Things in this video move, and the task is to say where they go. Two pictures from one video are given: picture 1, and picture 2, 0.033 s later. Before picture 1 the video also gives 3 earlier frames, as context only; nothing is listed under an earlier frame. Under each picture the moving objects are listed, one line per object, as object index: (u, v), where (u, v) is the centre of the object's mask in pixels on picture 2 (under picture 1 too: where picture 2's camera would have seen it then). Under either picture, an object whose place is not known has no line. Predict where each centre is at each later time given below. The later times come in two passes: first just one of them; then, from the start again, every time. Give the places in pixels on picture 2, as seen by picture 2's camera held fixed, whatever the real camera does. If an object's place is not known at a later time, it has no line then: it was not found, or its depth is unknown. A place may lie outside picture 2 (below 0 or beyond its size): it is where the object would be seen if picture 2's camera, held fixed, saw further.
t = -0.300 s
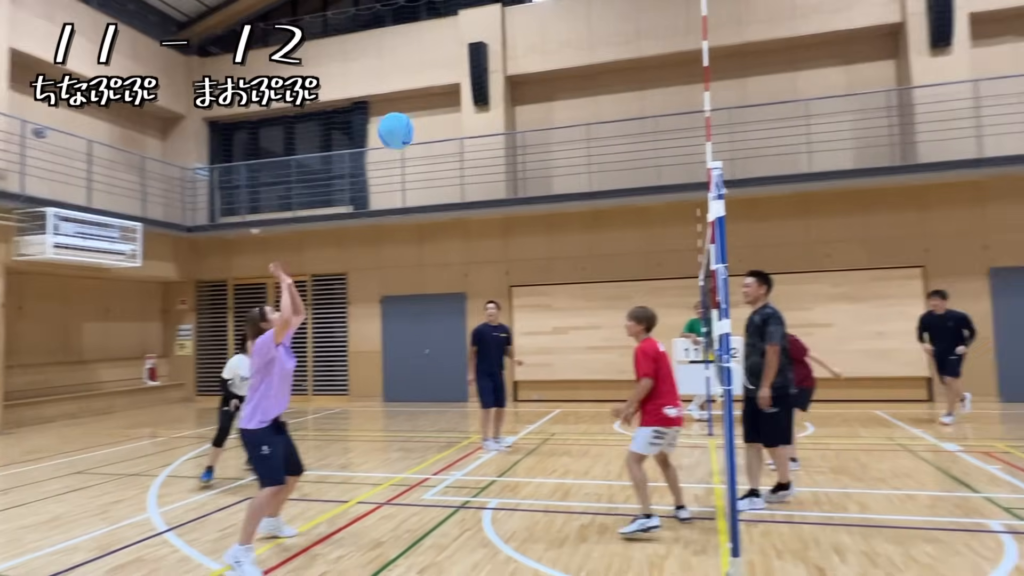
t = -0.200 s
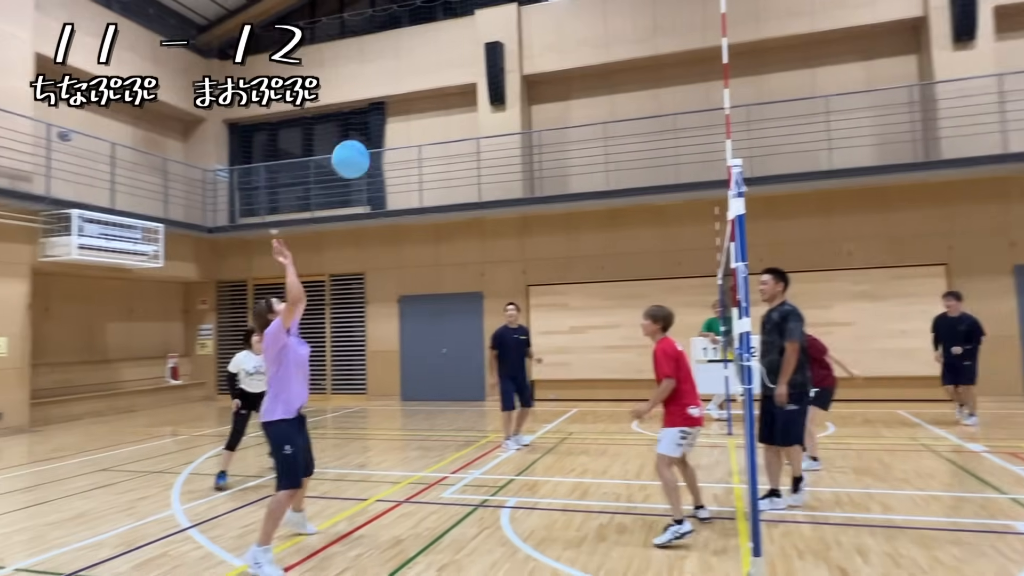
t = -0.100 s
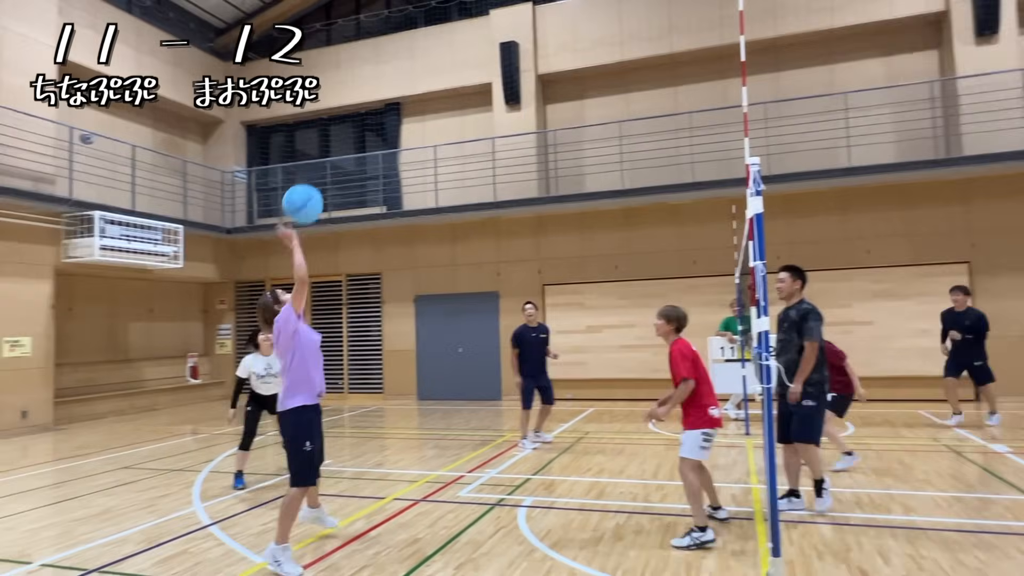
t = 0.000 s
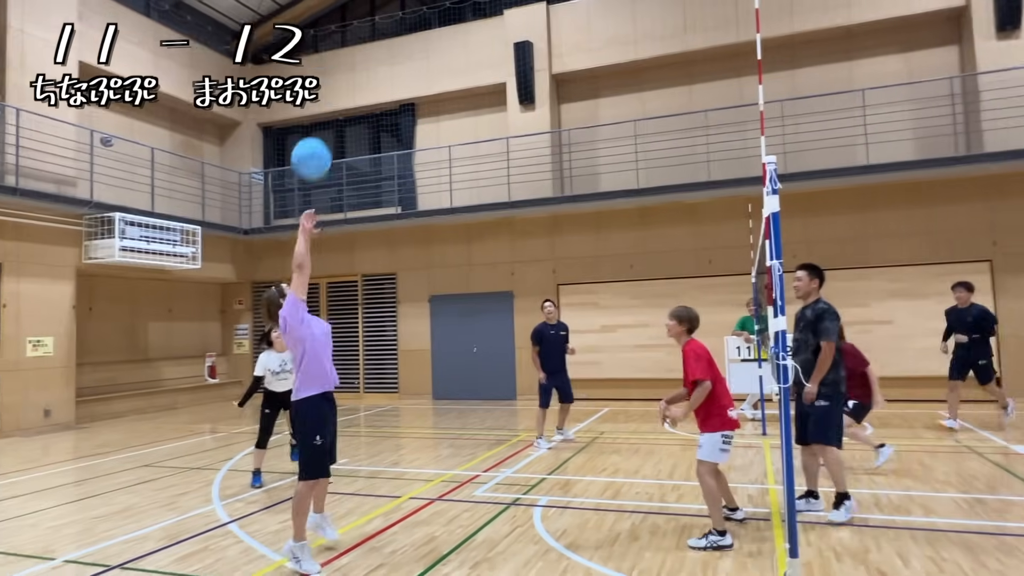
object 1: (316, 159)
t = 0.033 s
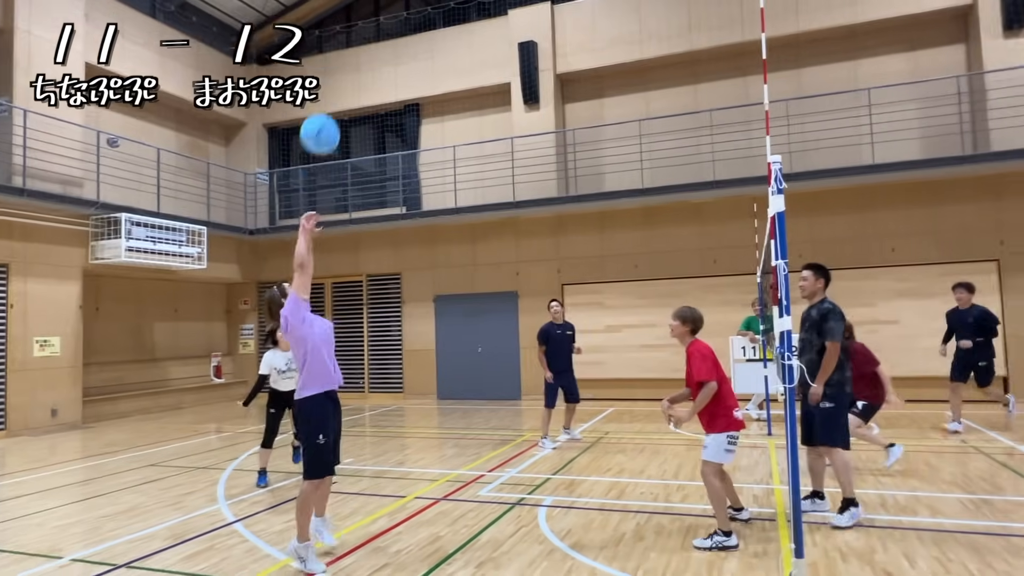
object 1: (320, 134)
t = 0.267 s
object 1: (337, 16)
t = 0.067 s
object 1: (323, 112)
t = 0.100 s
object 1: (327, 90)
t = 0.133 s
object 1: (329, 71)
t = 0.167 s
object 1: (330, 54)
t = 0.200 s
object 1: (333, 40)
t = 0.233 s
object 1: (335, 27)
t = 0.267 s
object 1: (337, 16)
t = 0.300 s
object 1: (339, 9)
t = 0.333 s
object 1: (341, 5)
